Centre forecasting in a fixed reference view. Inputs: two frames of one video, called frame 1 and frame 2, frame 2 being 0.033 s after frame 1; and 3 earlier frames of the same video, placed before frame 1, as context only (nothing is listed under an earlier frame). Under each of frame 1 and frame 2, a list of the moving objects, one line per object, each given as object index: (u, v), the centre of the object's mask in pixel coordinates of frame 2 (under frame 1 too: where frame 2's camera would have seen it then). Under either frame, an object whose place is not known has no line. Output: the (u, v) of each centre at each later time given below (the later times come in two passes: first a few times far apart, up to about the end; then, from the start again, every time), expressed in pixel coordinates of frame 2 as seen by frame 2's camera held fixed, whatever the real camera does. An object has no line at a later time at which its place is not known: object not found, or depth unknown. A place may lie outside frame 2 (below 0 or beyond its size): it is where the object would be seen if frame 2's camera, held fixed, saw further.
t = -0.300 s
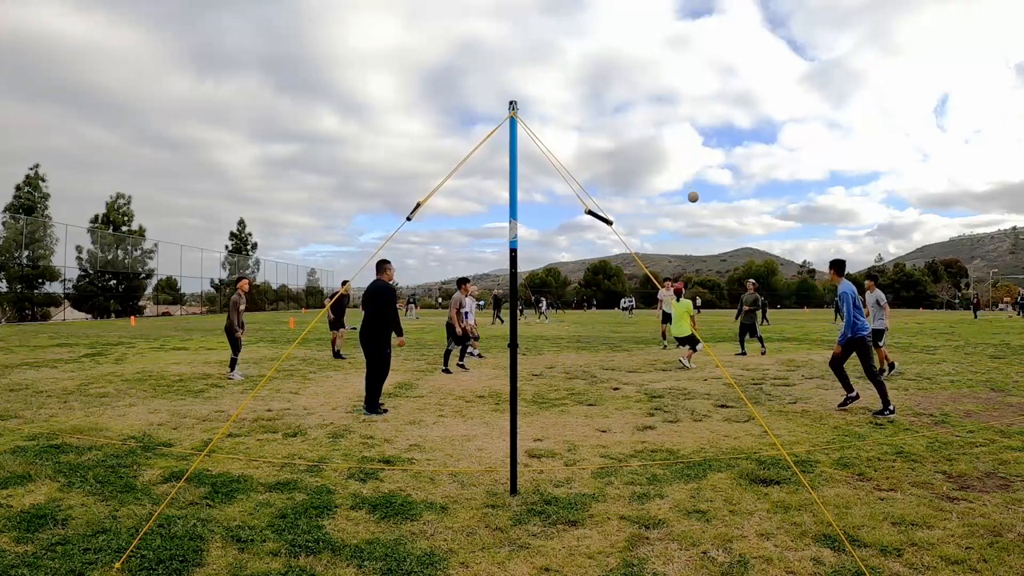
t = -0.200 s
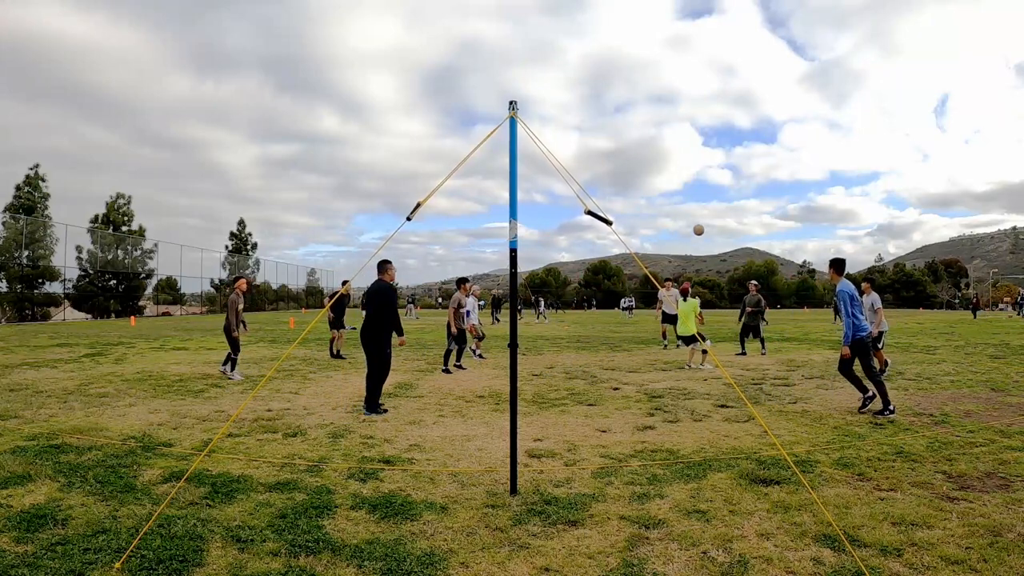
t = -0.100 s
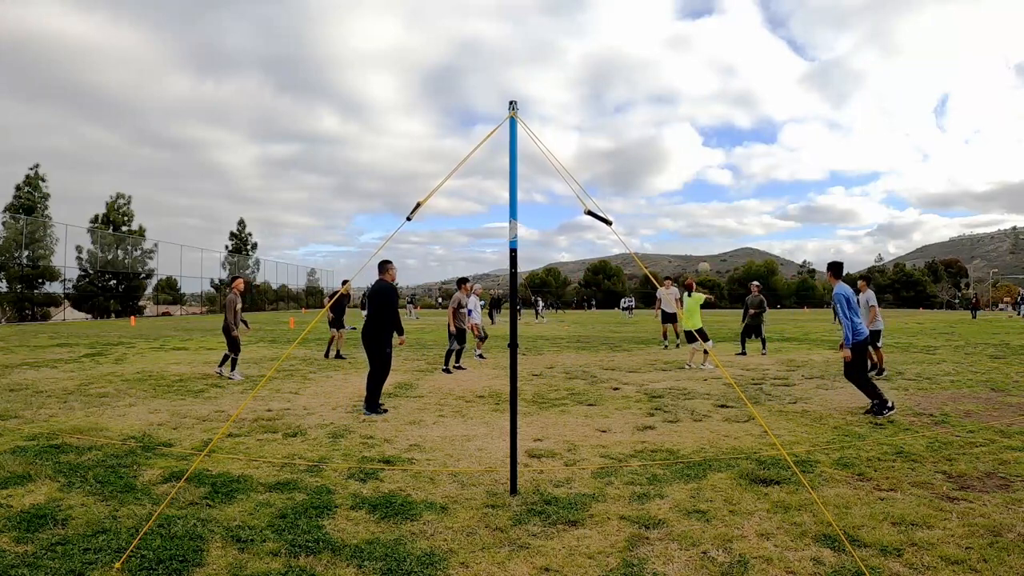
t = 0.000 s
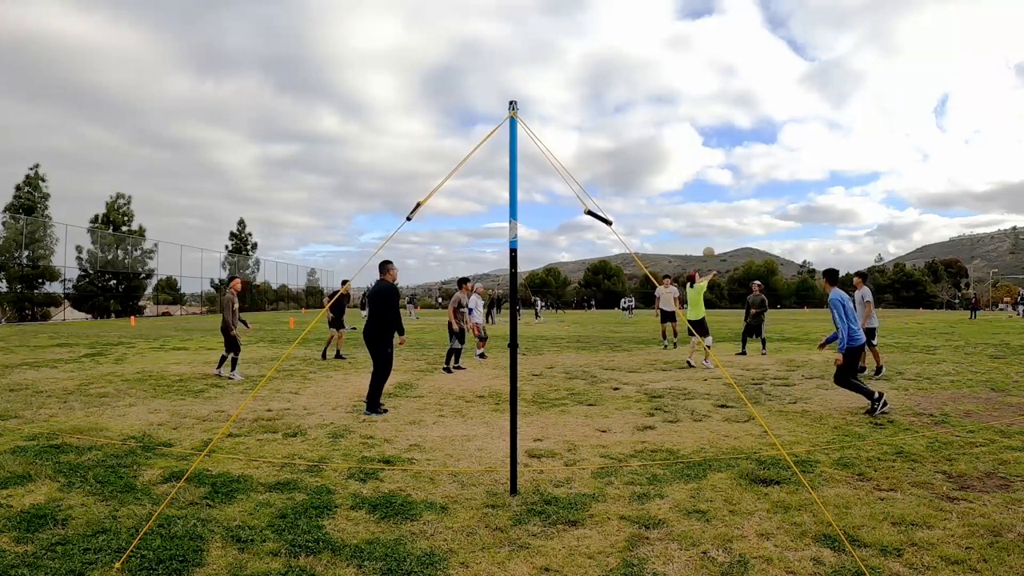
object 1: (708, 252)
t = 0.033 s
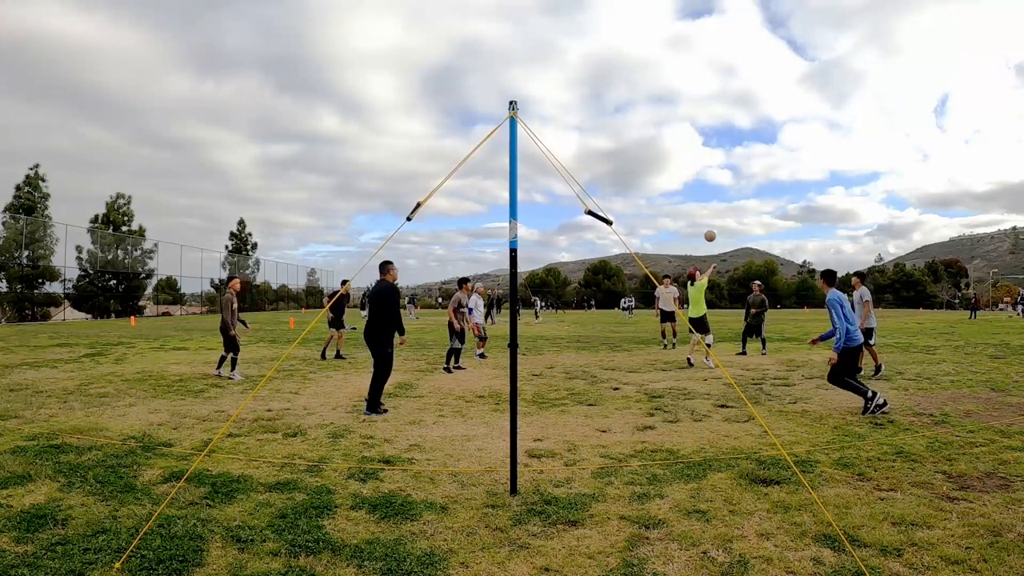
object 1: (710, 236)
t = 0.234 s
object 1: (717, 149)
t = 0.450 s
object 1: (723, 82)
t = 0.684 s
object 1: (731, 37)
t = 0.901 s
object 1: (741, 20)
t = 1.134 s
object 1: (755, 27)
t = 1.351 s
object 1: (771, 62)
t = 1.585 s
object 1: (792, 134)
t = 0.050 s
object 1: (710, 228)
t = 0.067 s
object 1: (711, 220)
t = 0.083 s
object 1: (712, 212)
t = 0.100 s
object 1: (712, 204)
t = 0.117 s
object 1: (713, 197)
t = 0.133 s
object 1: (713, 189)
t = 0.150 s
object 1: (714, 182)
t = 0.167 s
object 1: (715, 175)
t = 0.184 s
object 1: (715, 168)
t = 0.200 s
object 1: (716, 162)
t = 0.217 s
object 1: (716, 155)
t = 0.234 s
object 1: (717, 149)
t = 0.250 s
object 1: (717, 143)
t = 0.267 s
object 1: (718, 137)
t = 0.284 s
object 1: (718, 131)
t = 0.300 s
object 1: (719, 125)
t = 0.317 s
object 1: (719, 120)
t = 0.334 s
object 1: (720, 114)
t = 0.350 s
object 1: (720, 109)
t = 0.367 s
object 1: (721, 104)
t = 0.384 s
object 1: (721, 100)
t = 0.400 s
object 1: (722, 95)
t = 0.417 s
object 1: (722, 90)
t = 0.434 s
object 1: (723, 86)
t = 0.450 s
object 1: (723, 82)
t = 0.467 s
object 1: (724, 78)
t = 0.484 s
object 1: (724, 74)
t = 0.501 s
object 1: (725, 70)
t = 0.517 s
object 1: (725, 66)
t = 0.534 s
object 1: (726, 63)
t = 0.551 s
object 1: (726, 59)
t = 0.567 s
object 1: (727, 56)
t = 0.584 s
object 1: (728, 53)
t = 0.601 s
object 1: (728, 50)
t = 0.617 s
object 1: (729, 47)
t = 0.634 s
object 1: (729, 45)
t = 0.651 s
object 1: (730, 42)
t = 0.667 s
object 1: (731, 40)
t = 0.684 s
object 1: (731, 37)
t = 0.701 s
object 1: (732, 35)
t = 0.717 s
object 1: (733, 33)
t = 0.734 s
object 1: (733, 31)
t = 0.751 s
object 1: (734, 30)
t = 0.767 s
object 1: (735, 28)
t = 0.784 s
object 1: (735, 27)
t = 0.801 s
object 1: (736, 25)
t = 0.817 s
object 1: (737, 24)
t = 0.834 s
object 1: (738, 23)
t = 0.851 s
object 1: (739, 22)
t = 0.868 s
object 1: (739, 21)
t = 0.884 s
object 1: (740, 21)
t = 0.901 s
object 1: (741, 20)
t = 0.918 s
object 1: (742, 20)
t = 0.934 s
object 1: (743, 20)
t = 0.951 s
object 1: (744, 20)
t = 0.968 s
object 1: (744, 20)
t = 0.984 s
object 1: (745, 20)
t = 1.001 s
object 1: (746, 20)
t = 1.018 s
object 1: (747, 20)
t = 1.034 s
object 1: (748, 21)
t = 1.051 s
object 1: (749, 22)
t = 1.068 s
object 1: (750, 23)
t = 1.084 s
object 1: (751, 23)
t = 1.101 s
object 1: (752, 25)
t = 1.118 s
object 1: (754, 26)
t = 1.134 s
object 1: (755, 27)
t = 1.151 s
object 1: (756, 29)
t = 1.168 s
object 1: (757, 31)
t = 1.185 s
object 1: (758, 33)
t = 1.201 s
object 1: (760, 35)
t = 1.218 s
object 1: (761, 37)
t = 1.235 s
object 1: (762, 40)
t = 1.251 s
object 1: (763, 42)
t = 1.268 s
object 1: (765, 45)
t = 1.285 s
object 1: (766, 48)
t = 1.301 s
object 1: (767, 51)
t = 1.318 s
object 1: (769, 54)
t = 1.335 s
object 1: (770, 58)
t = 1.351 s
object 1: (771, 62)
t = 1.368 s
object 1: (773, 66)
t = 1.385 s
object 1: (774, 70)
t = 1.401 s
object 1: (776, 74)
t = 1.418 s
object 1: (777, 78)
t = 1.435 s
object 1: (779, 83)
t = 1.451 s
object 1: (780, 88)
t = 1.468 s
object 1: (782, 93)
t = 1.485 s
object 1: (783, 98)
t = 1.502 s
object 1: (785, 104)
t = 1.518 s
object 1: (786, 109)
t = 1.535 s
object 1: (788, 115)
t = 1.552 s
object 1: (789, 121)
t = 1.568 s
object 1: (791, 128)
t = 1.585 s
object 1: (792, 134)
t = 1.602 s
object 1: (794, 141)
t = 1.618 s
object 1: (796, 148)
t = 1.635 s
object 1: (797, 155)
